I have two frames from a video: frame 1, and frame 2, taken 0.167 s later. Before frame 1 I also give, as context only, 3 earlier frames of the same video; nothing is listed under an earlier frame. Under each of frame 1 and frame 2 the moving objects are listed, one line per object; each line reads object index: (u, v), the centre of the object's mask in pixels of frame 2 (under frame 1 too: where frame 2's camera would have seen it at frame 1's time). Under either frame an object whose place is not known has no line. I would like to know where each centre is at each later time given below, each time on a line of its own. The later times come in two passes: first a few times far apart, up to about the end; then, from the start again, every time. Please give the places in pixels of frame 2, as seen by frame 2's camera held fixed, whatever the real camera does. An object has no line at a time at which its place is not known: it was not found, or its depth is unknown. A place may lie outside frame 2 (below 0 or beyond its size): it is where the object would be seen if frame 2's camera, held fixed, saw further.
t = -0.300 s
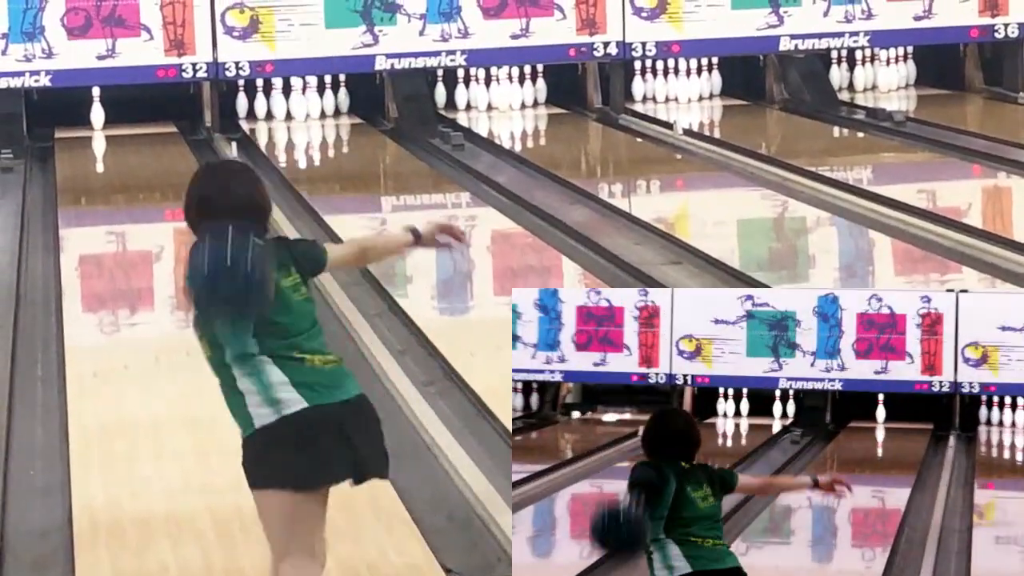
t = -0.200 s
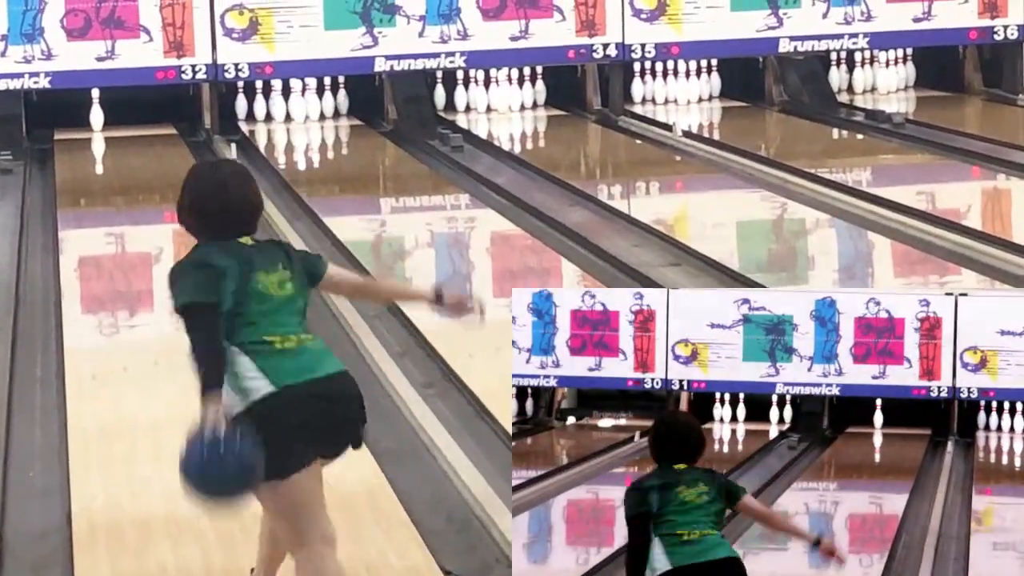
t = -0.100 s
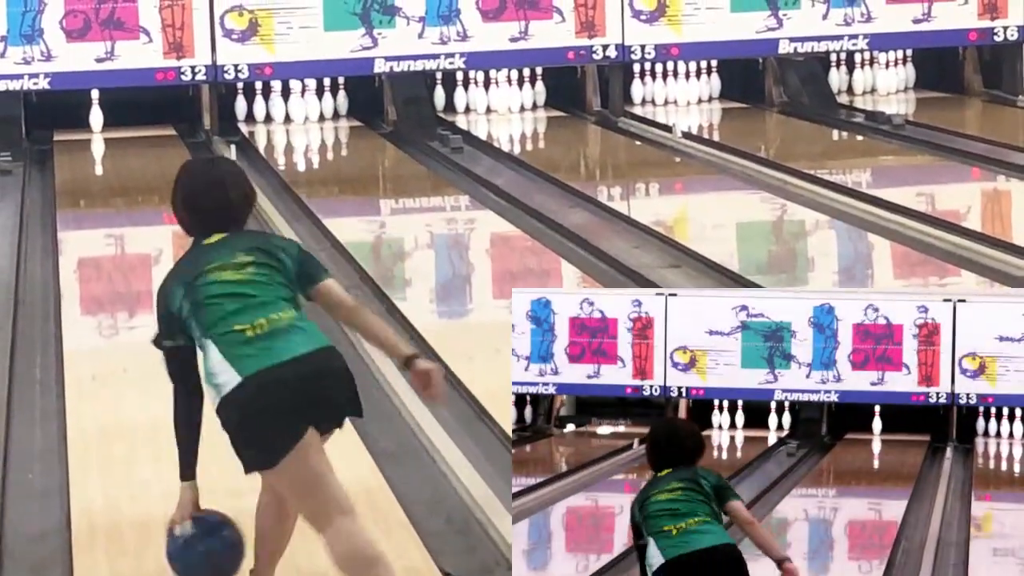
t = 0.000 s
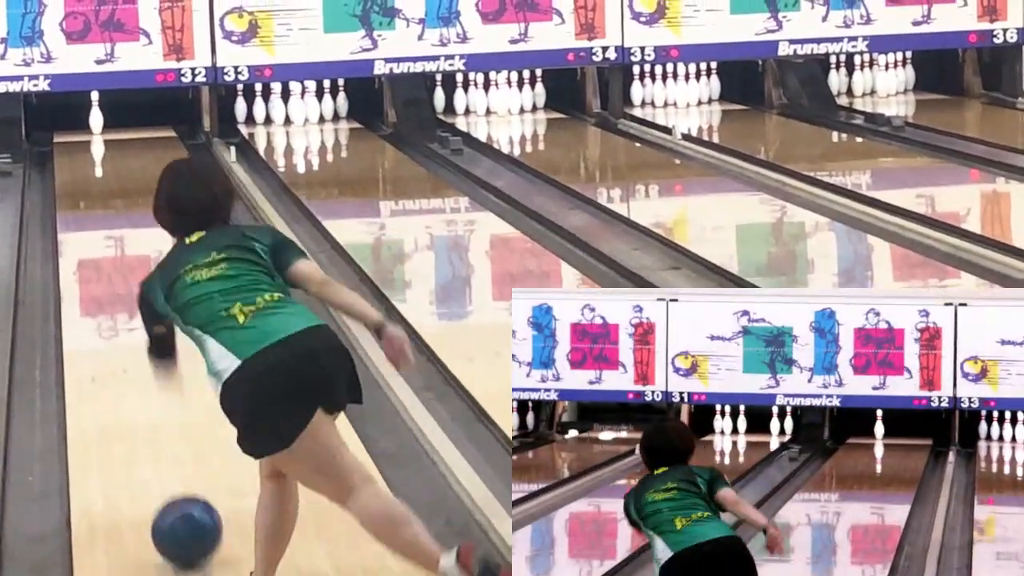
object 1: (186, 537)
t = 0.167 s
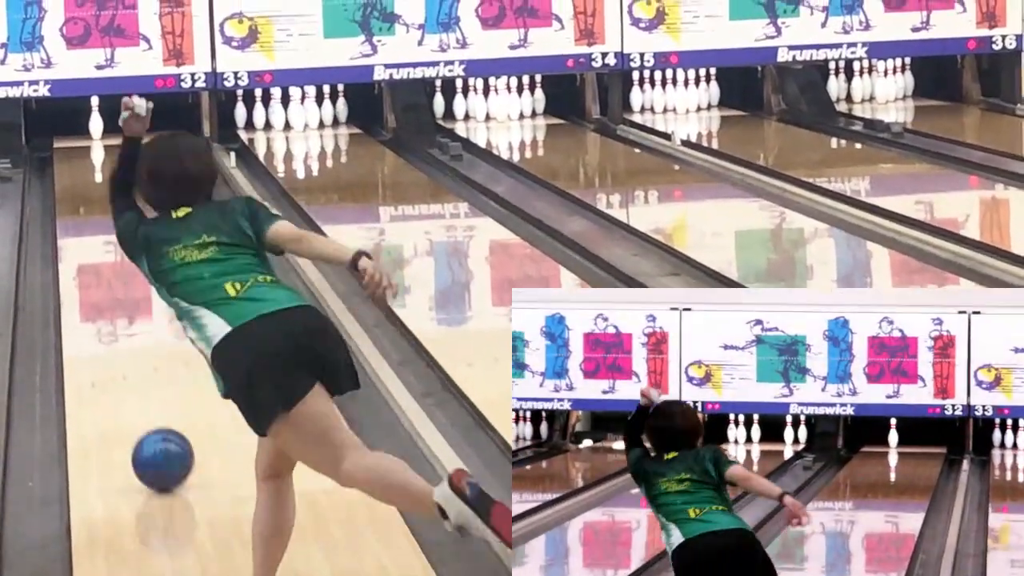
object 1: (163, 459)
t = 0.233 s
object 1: (155, 434)
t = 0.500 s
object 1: (131, 351)
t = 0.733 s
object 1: (115, 298)
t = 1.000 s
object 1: (105, 252)
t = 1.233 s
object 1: (97, 221)
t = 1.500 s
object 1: (92, 192)
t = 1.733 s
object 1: (88, 171)
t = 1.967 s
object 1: (89, 152)
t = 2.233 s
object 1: (98, 137)
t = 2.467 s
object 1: (113, 125)
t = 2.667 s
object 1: (129, 122)
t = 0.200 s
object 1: (159, 447)
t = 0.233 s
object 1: (155, 434)
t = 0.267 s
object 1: (151, 422)
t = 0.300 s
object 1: (148, 411)
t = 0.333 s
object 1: (144, 400)
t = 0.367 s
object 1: (142, 390)
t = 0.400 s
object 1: (139, 379)
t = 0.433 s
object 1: (136, 369)
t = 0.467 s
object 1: (133, 360)
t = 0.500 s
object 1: (131, 351)
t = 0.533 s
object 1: (129, 343)
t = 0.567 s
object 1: (126, 334)
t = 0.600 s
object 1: (118, 324)
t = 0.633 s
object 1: (120, 319)
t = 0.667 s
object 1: (120, 312)
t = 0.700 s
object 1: (117, 305)
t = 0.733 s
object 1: (115, 298)
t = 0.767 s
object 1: (114, 291)
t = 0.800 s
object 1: (113, 285)
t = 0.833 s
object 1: (111, 279)
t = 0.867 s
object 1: (110, 273)
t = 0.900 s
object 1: (108, 268)
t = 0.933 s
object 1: (107, 262)
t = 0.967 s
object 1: (106, 257)
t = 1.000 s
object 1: (105, 252)
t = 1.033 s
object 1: (104, 247)
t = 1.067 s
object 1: (102, 242)
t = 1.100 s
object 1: (101, 238)
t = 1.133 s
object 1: (100, 234)
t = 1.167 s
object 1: (99, 229)
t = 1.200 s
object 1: (98, 225)
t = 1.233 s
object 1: (97, 221)
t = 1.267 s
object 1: (96, 217)
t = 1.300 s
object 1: (95, 213)
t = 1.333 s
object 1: (94, 210)
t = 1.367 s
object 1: (94, 206)
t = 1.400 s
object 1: (93, 202)
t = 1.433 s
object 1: (92, 199)
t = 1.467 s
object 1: (92, 196)
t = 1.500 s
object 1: (92, 192)
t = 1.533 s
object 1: (91, 189)
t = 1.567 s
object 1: (90, 186)
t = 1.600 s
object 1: (90, 182)
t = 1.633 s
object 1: (89, 180)
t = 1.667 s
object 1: (89, 177)
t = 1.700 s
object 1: (89, 174)
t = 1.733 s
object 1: (88, 171)
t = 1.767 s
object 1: (88, 169)
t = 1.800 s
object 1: (88, 166)
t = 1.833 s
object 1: (88, 162)
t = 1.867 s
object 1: (88, 160)
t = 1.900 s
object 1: (88, 158)
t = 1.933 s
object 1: (88, 155)
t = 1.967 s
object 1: (89, 152)
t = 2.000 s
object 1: (90, 150)
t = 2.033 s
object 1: (90, 148)
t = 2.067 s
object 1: (91, 146)
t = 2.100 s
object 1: (92, 144)
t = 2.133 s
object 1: (93, 142)
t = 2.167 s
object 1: (95, 140)
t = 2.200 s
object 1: (96, 138)
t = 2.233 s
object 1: (98, 137)
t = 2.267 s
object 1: (99, 135)
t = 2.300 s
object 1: (101, 133)
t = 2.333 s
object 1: (102, 131)
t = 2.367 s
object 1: (104, 130)
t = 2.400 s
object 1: (106, 128)
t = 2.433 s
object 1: (110, 127)
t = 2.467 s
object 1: (113, 125)
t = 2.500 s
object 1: (116, 124)
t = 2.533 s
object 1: (119, 122)
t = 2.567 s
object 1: (123, 120)
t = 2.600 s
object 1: (126, 121)
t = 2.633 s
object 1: (128, 121)
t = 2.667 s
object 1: (129, 122)
